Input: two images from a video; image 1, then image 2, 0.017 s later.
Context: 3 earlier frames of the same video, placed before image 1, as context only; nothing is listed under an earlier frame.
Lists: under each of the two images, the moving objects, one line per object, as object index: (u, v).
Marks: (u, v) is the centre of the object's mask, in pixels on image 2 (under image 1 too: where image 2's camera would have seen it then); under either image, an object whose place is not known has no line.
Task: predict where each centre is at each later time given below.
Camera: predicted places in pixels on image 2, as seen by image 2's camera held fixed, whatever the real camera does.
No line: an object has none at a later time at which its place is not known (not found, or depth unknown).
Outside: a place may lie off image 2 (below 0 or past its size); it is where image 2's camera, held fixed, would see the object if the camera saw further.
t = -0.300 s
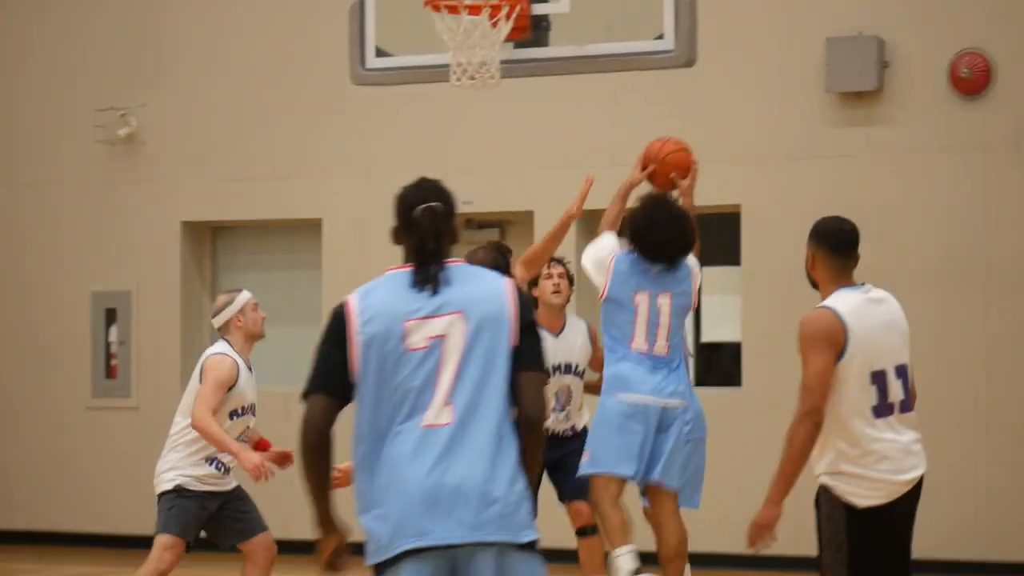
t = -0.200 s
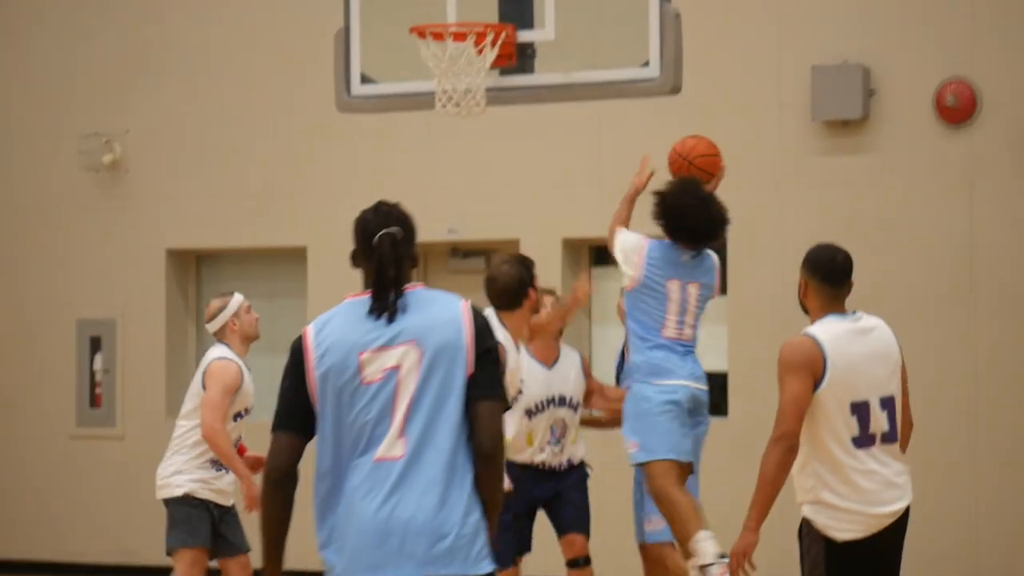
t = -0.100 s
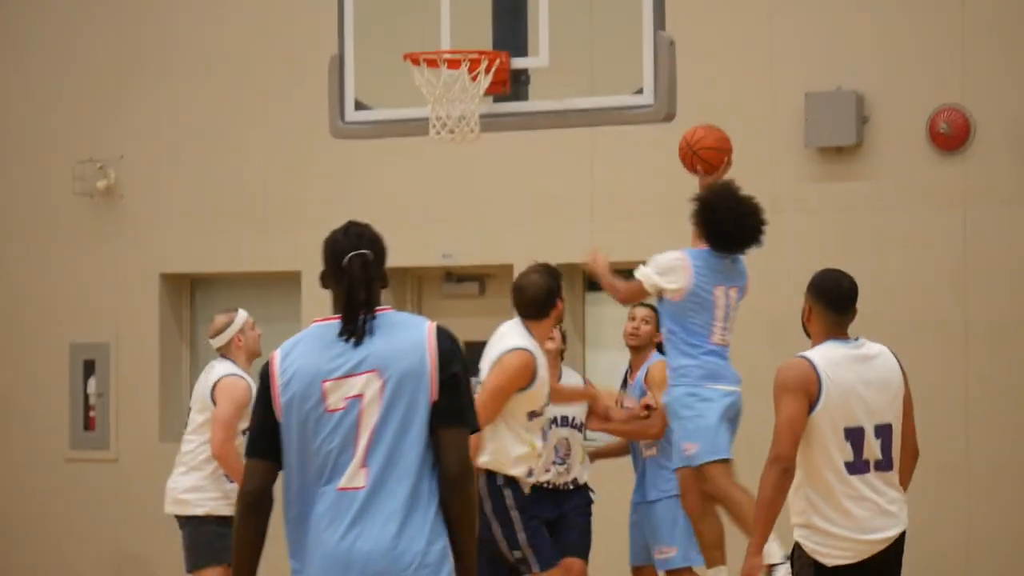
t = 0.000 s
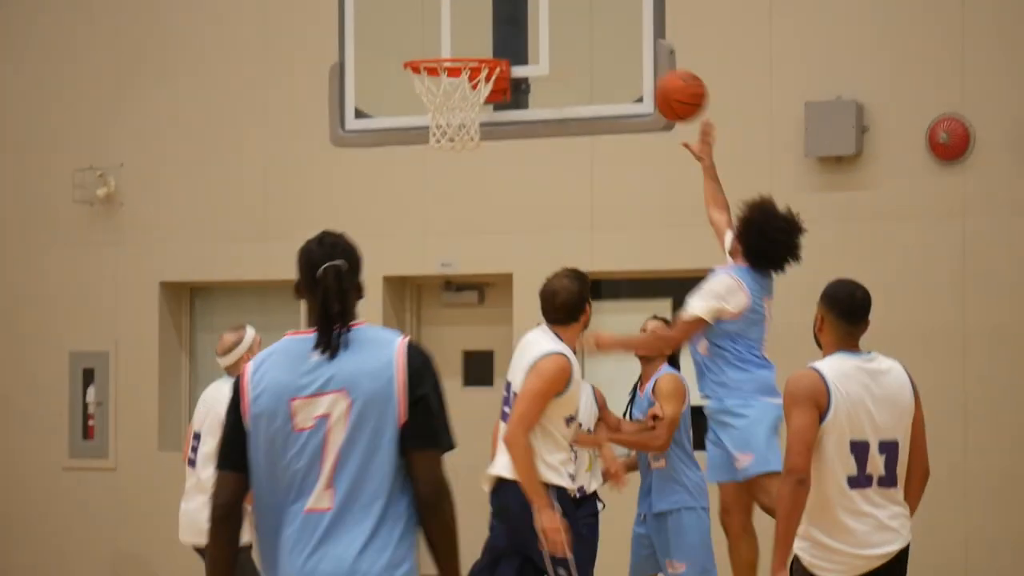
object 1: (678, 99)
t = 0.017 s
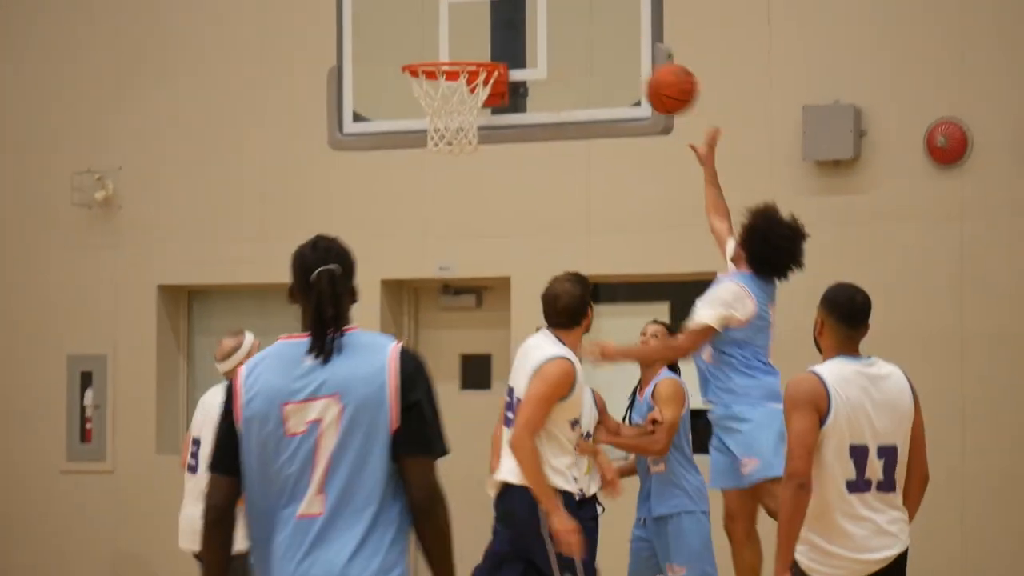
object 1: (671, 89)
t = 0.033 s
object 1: (663, 79)
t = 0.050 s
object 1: (656, 68)
